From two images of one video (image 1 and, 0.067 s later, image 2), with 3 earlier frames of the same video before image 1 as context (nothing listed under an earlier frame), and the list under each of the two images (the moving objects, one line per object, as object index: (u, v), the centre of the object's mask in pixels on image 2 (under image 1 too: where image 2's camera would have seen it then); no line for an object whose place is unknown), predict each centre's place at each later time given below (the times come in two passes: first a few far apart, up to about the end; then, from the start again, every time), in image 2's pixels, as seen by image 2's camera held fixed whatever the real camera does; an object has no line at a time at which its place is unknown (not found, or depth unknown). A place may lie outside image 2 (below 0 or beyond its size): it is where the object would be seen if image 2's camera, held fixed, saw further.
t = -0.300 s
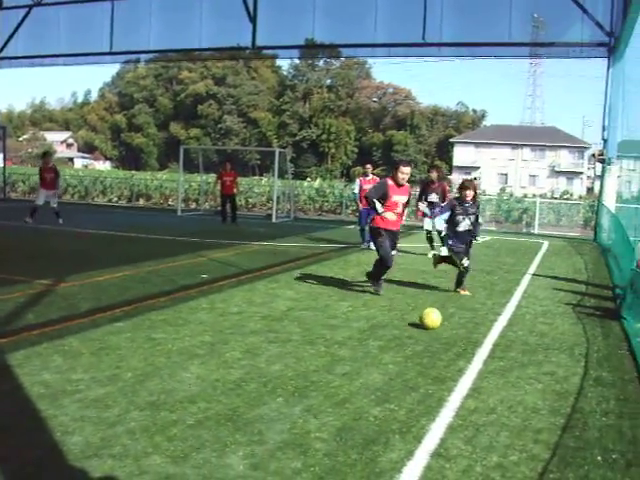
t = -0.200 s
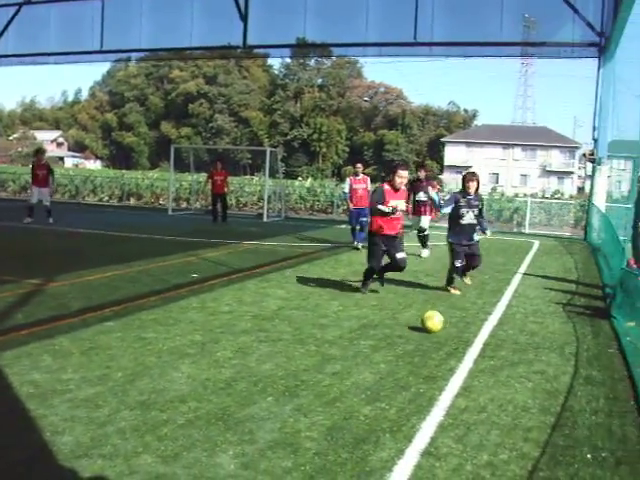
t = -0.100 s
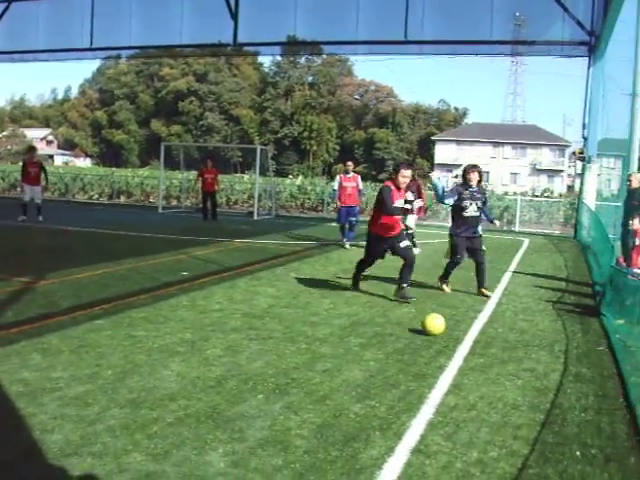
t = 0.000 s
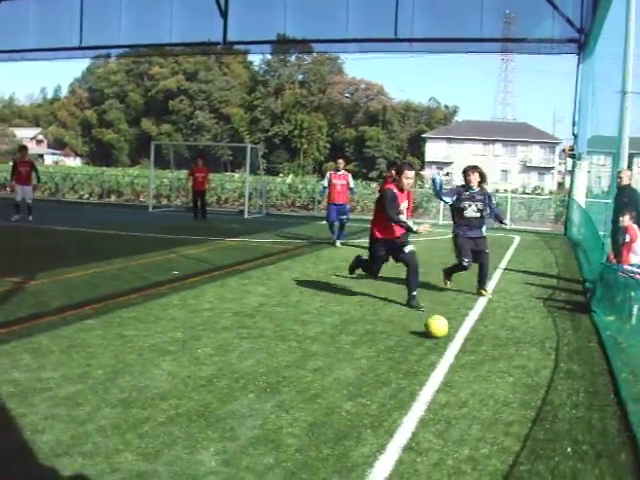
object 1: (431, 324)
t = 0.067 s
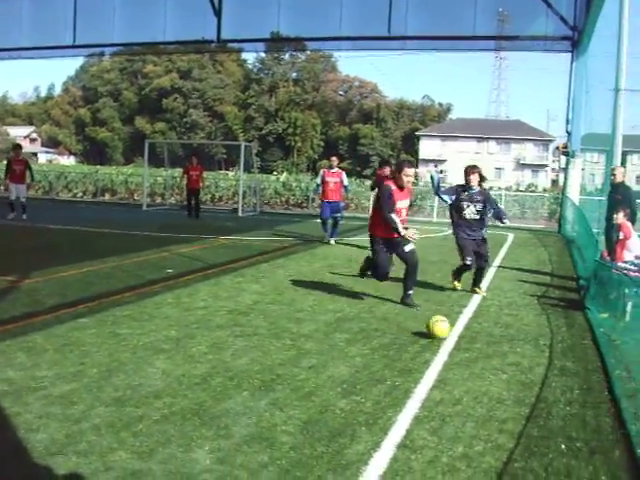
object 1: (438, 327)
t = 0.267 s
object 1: (464, 337)
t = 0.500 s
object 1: (498, 350)
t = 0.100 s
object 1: (442, 328)
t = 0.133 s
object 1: (446, 329)
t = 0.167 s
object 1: (450, 332)
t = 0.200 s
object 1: (454, 333)
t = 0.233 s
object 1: (459, 335)
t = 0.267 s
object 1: (464, 337)
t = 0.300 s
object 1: (468, 339)
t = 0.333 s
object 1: (474, 341)
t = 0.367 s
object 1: (478, 342)
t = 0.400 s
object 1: (482, 345)
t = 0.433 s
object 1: (488, 346)
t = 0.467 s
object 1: (493, 347)
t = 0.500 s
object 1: (498, 350)
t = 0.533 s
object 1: (503, 351)
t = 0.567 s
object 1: (508, 353)
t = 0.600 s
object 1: (513, 356)
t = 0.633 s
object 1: (519, 357)
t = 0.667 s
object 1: (524, 359)
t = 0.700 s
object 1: (530, 361)
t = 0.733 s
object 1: (536, 363)
